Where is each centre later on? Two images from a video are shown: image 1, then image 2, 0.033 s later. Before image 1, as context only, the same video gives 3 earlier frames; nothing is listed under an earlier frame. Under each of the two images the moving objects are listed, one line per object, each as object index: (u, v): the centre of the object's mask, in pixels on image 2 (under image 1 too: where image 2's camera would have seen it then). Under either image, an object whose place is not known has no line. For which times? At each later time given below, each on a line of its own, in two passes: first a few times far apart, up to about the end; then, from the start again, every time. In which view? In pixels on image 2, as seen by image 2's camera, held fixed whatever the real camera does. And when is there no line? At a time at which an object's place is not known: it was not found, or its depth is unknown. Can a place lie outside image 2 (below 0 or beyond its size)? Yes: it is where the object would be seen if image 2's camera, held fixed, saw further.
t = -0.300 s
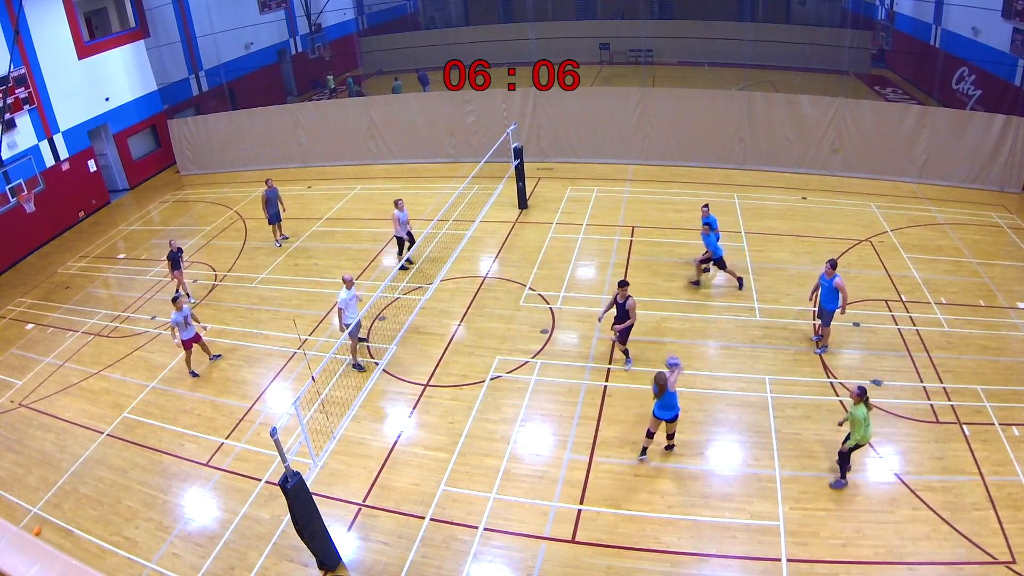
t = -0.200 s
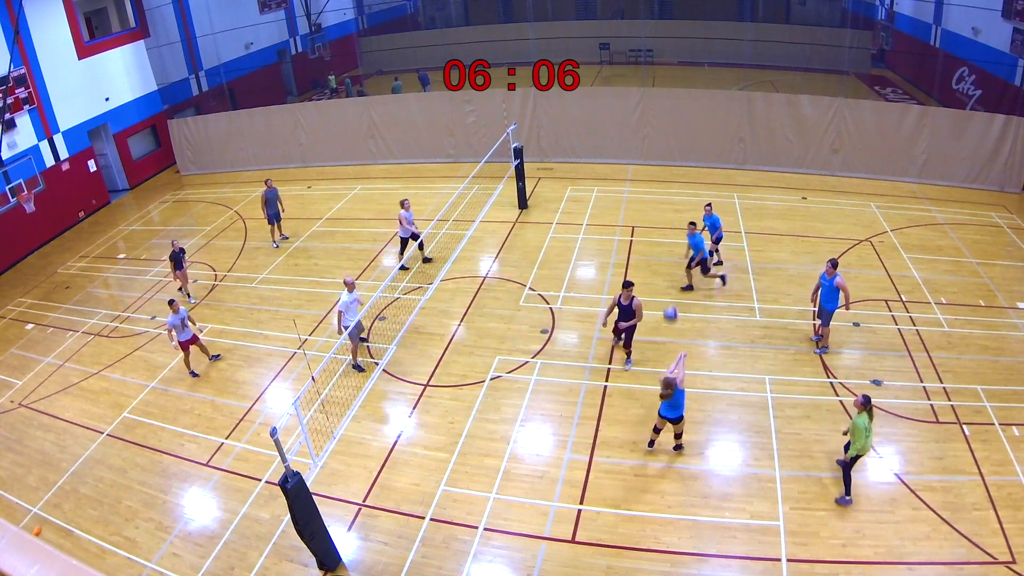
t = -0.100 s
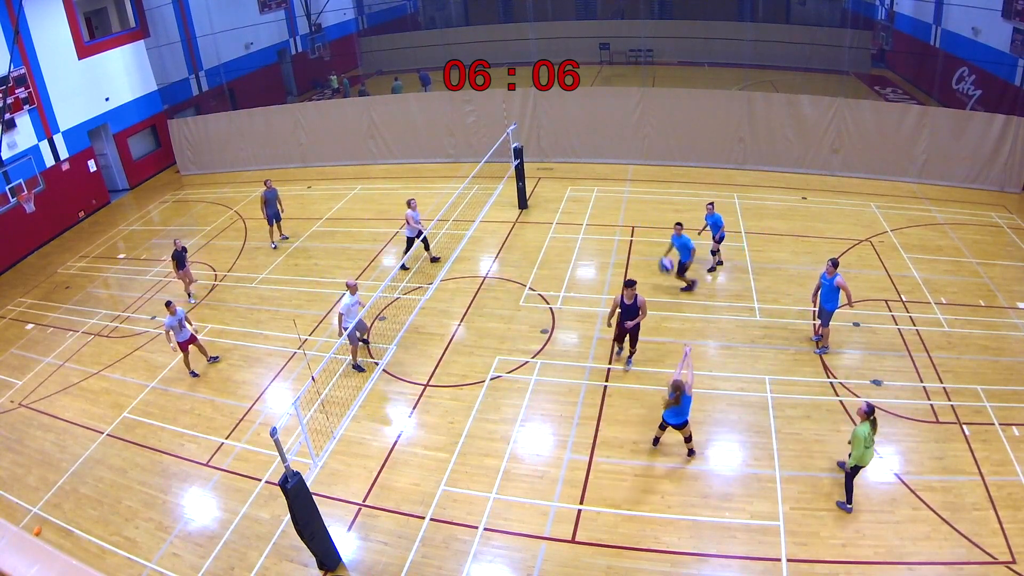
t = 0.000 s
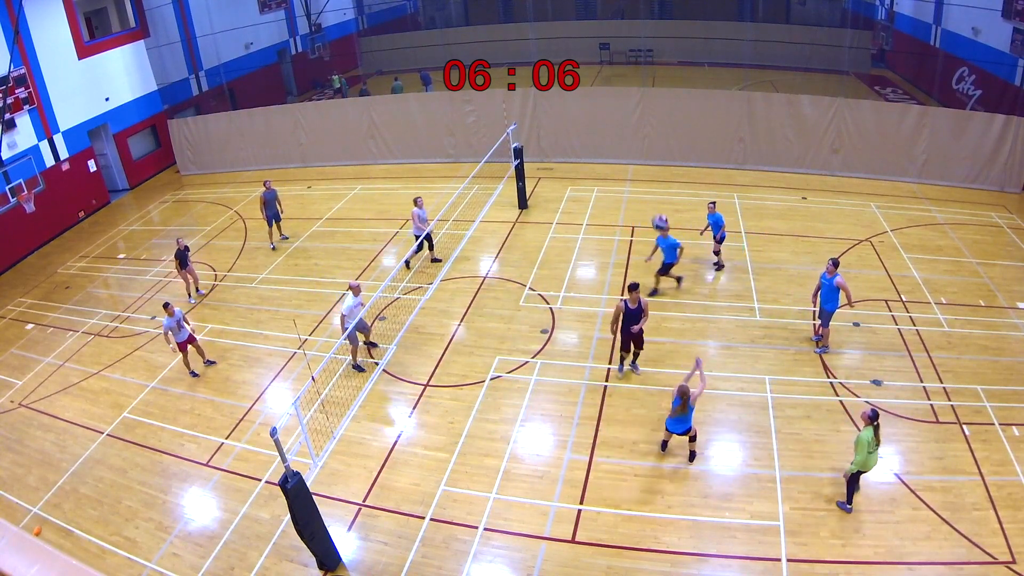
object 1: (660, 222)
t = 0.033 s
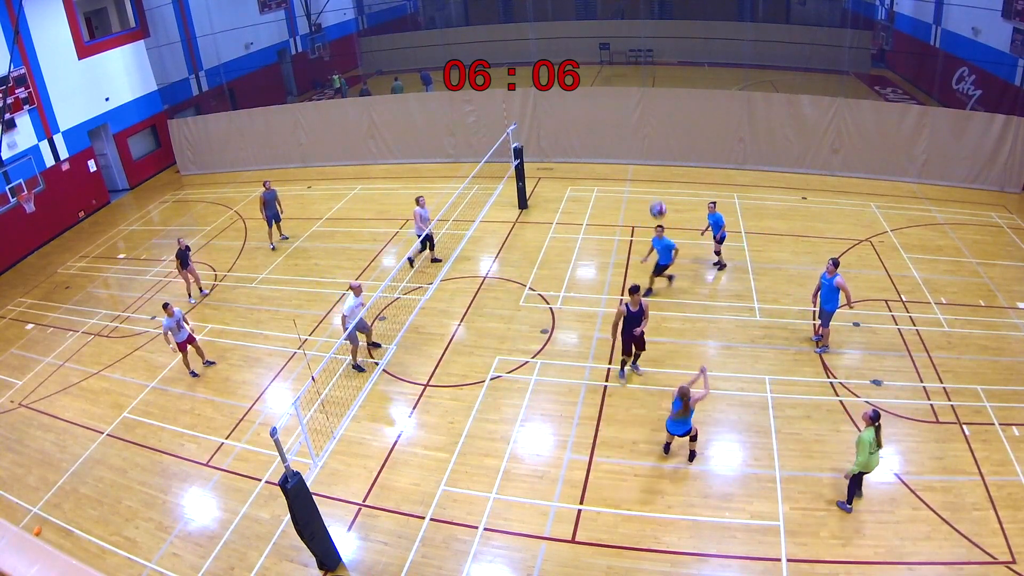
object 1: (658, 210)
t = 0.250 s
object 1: (642, 145)
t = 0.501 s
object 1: (626, 117)
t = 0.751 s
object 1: (611, 132)
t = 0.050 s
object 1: (657, 204)
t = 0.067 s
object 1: (655, 198)
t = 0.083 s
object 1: (654, 192)
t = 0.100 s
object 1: (653, 186)
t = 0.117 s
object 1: (652, 180)
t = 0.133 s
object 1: (651, 175)
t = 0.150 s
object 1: (649, 171)
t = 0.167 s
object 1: (648, 166)
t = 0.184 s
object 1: (647, 161)
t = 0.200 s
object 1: (646, 157)
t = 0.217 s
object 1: (645, 153)
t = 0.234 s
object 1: (644, 150)
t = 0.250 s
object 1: (642, 145)
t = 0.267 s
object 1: (641, 142)
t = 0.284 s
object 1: (640, 139)
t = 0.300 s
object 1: (639, 136)
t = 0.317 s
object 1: (638, 133)
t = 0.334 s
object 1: (636, 130)
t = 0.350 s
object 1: (635, 128)
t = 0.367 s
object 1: (635, 126)
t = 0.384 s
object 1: (634, 124)
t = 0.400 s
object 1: (632, 122)
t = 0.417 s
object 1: (631, 120)
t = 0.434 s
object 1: (630, 119)
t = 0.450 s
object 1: (629, 118)
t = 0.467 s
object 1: (628, 117)
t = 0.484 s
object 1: (627, 117)
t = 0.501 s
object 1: (626, 117)
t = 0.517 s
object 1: (624, 116)
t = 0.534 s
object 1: (623, 116)
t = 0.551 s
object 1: (622, 116)
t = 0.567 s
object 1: (622, 116)
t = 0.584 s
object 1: (621, 117)
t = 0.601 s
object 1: (619, 117)
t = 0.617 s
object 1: (618, 118)
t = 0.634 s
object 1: (618, 120)
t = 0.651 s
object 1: (617, 121)
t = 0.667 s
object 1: (615, 122)
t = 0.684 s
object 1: (614, 124)
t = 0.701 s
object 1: (614, 125)
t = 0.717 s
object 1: (613, 127)
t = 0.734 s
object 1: (612, 129)
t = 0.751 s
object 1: (611, 132)
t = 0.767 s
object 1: (611, 135)
